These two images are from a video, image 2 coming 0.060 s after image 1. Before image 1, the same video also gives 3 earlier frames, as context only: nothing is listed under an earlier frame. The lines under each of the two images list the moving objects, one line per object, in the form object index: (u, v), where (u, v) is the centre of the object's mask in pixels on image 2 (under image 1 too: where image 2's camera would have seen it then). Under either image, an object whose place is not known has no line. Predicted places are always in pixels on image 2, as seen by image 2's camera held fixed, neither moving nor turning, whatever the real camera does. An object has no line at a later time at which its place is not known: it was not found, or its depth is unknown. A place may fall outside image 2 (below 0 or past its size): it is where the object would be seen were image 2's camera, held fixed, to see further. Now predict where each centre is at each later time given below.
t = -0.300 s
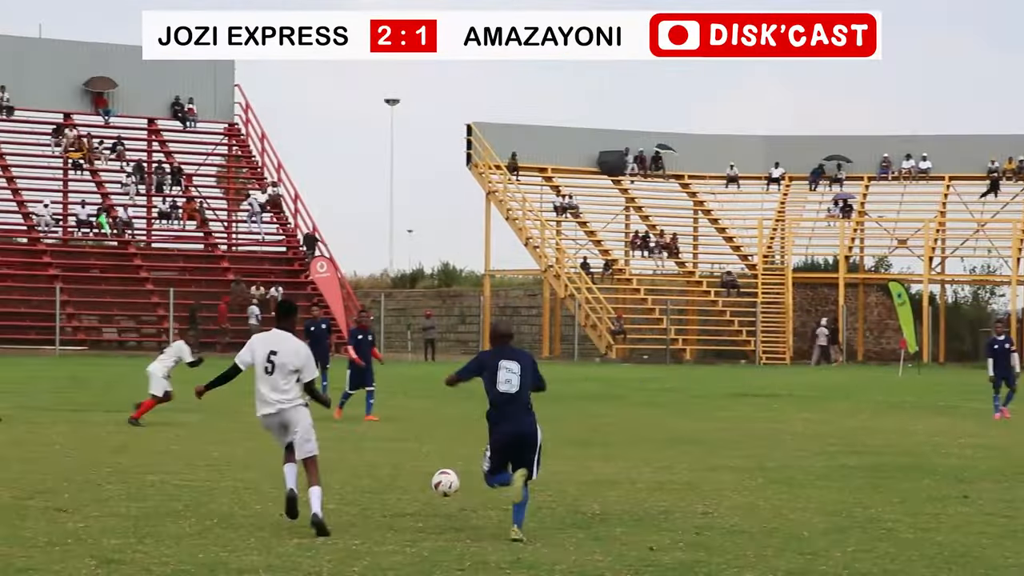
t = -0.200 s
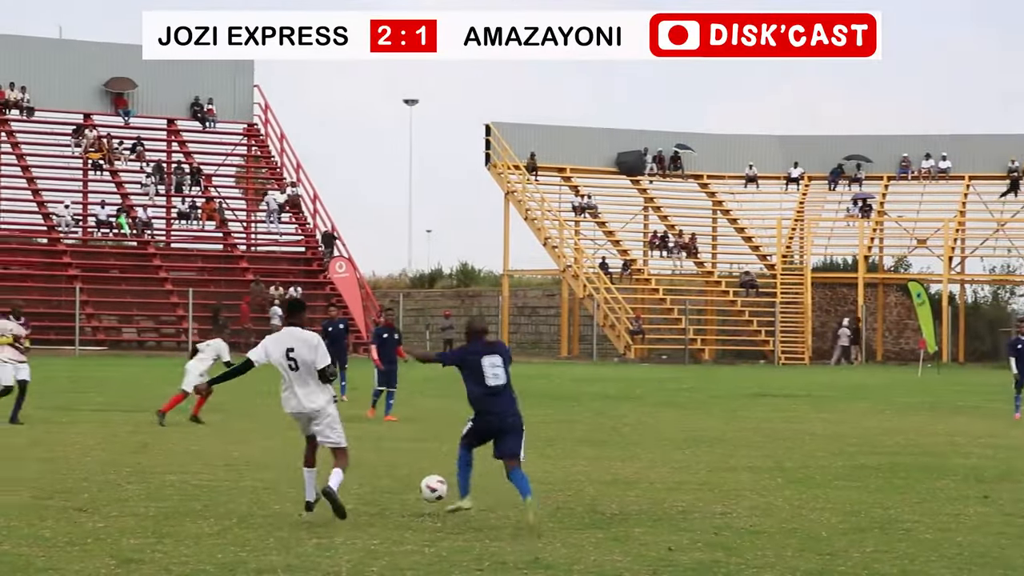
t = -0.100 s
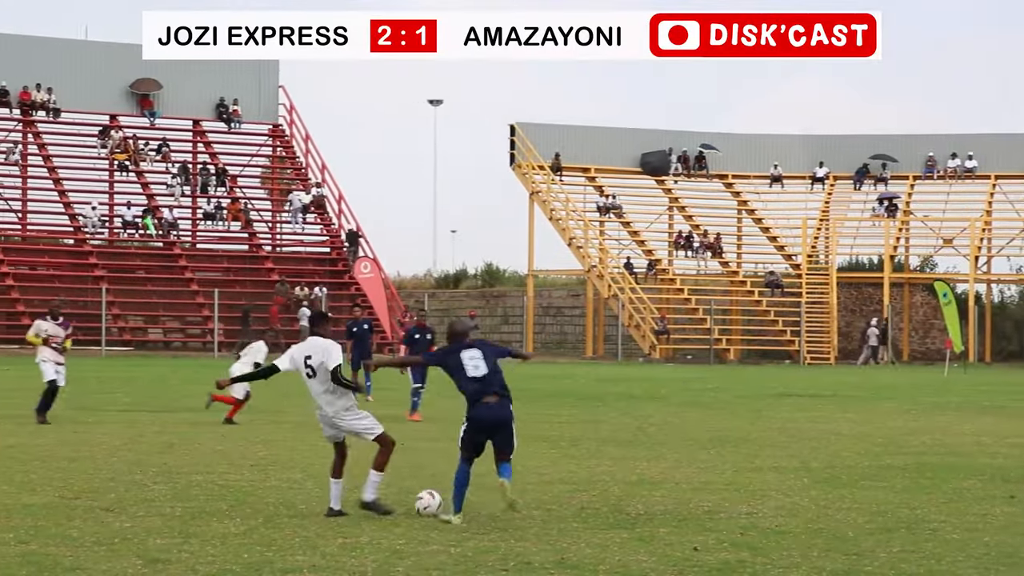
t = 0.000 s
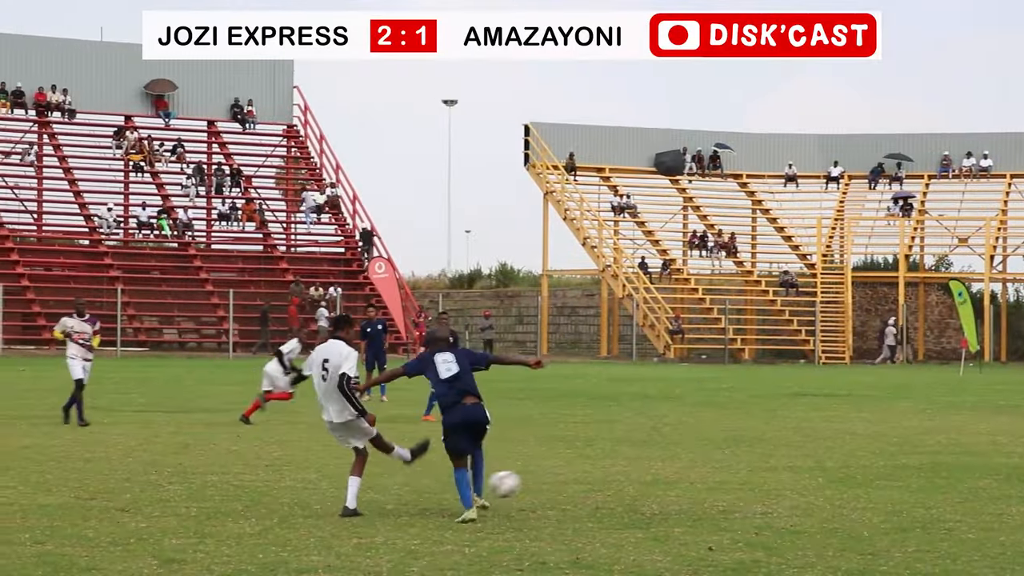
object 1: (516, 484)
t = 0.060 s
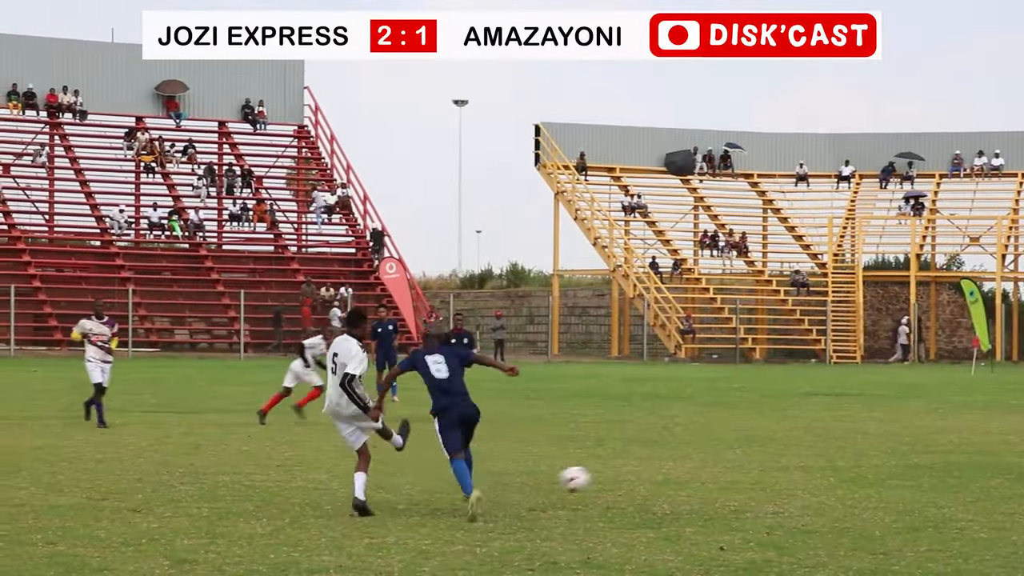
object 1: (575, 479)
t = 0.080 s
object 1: (593, 478)
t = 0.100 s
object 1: (613, 477)
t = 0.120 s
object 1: (631, 479)
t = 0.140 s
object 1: (649, 479)
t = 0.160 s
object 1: (667, 480)
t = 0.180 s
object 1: (686, 483)
